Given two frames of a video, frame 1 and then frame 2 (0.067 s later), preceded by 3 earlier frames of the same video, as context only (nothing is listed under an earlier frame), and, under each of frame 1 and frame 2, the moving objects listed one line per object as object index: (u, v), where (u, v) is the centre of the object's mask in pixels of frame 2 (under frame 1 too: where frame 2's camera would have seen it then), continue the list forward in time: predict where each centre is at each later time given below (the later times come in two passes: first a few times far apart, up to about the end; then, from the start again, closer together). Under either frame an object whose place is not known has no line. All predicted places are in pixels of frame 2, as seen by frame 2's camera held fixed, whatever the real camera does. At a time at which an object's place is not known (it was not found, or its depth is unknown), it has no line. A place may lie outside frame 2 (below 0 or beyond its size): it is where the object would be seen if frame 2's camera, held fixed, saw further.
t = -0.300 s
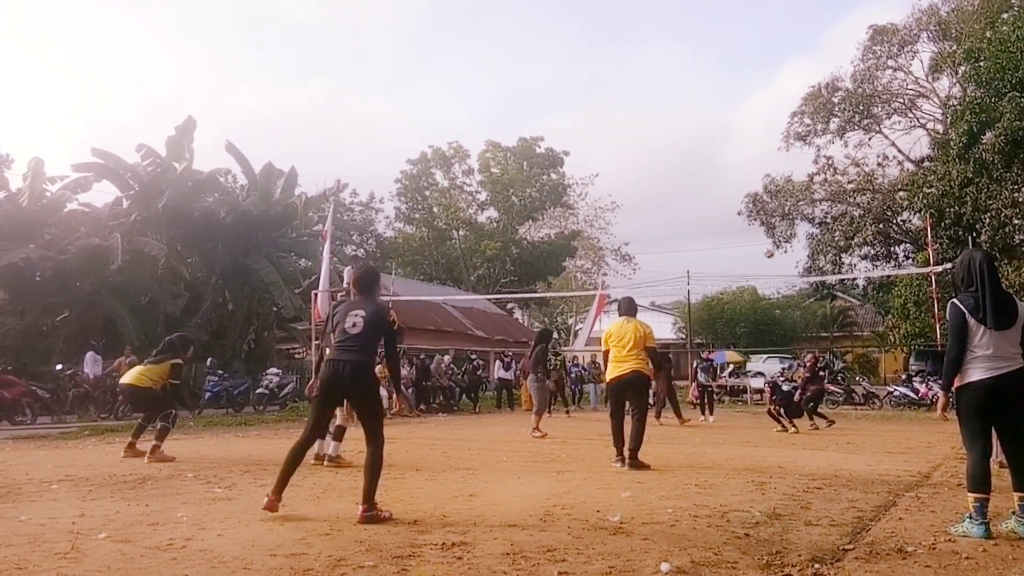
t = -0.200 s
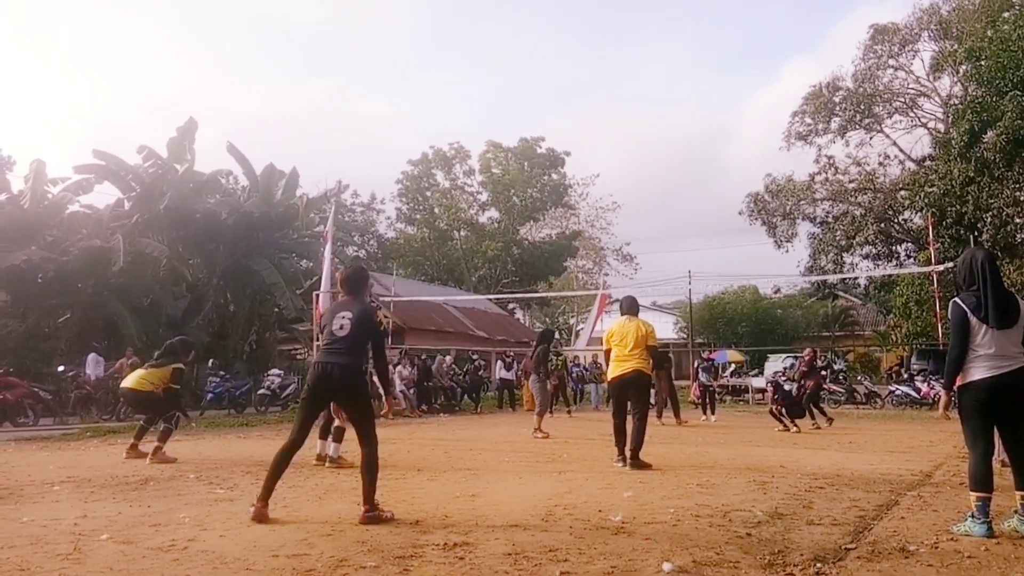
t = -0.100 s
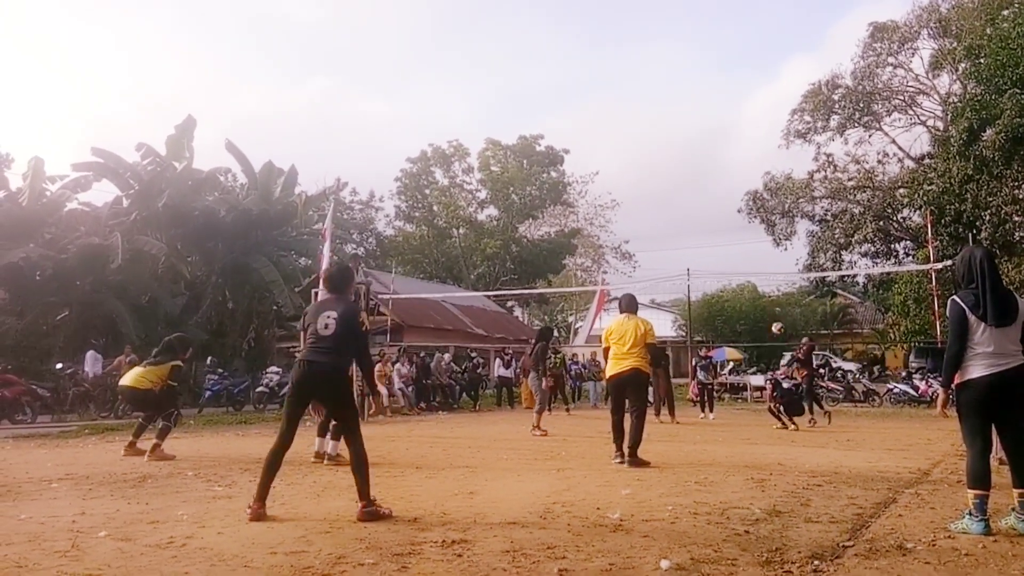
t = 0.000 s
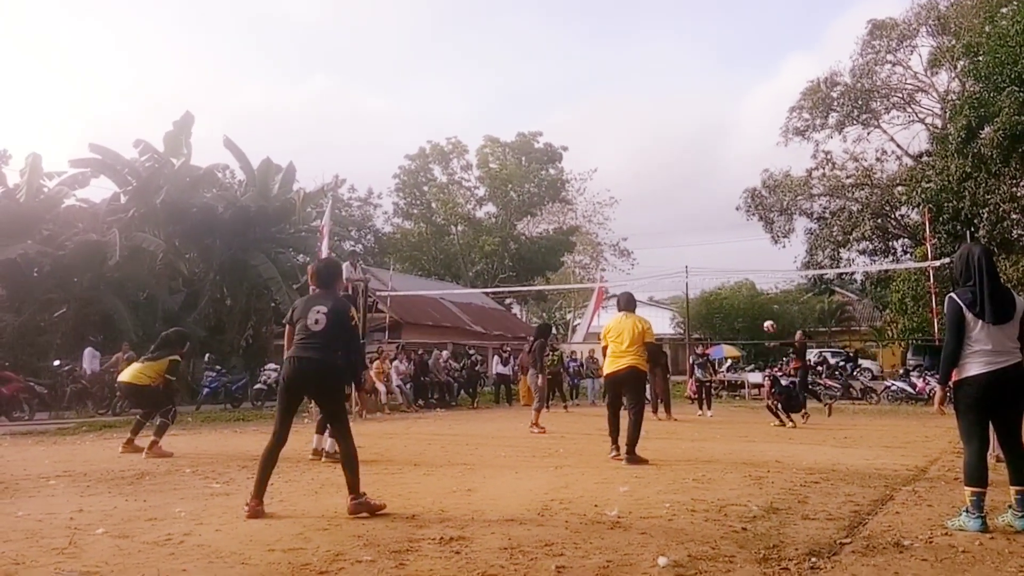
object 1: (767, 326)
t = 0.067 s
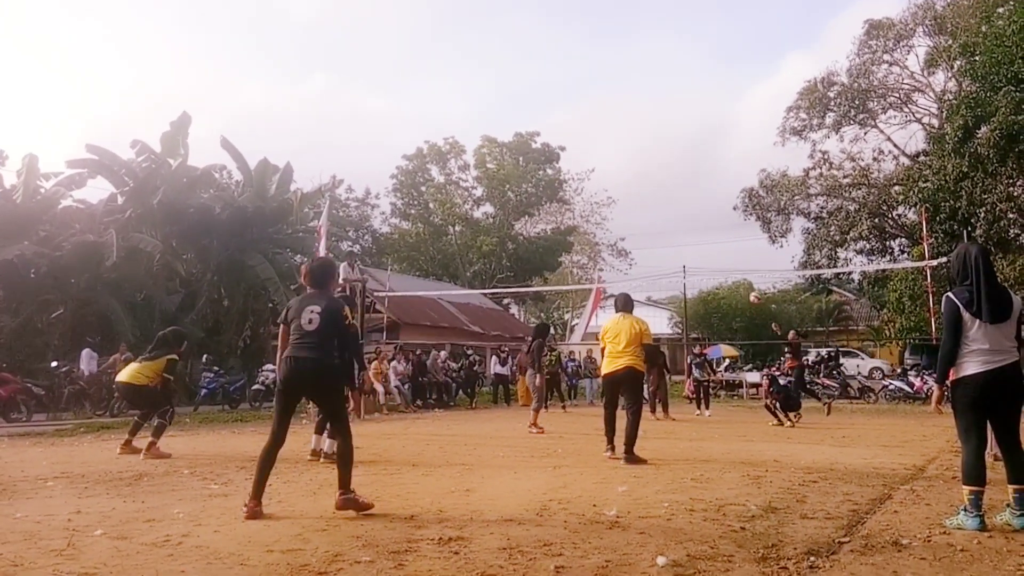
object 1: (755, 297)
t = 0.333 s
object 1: (704, 197)
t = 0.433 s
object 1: (682, 166)
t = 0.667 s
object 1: (623, 113)
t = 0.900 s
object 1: (554, 89)
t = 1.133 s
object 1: (469, 107)
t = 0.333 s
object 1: (704, 197)
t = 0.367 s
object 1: (696, 186)
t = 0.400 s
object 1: (689, 176)
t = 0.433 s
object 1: (682, 166)
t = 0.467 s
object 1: (674, 157)
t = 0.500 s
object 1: (665, 148)
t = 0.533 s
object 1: (657, 140)
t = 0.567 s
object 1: (649, 132)
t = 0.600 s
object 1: (641, 125)
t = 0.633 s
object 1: (632, 118)
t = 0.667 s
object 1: (623, 113)
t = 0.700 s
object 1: (614, 107)
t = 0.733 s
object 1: (605, 102)
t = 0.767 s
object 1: (595, 99)
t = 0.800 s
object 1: (585, 95)
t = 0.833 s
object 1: (575, 92)
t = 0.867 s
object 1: (564, 90)
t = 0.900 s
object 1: (554, 89)
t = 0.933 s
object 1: (543, 89)
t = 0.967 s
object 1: (531, 89)
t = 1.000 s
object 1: (520, 90)
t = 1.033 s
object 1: (508, 93)
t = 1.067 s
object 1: (495, 96)
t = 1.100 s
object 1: (482, 101)
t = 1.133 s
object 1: (469, 107)
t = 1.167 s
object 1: (455, 113)
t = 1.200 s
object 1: (440, 121)
